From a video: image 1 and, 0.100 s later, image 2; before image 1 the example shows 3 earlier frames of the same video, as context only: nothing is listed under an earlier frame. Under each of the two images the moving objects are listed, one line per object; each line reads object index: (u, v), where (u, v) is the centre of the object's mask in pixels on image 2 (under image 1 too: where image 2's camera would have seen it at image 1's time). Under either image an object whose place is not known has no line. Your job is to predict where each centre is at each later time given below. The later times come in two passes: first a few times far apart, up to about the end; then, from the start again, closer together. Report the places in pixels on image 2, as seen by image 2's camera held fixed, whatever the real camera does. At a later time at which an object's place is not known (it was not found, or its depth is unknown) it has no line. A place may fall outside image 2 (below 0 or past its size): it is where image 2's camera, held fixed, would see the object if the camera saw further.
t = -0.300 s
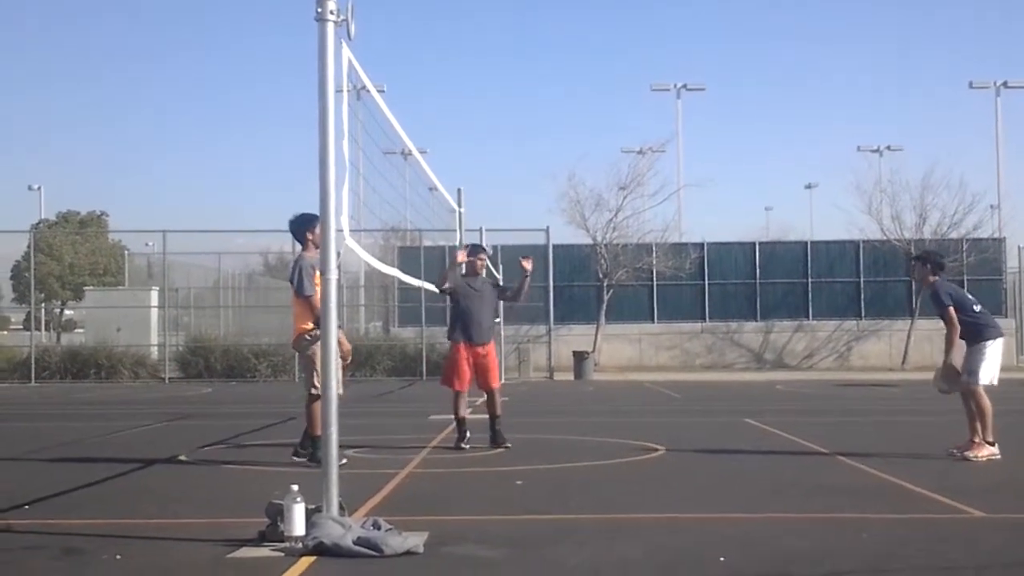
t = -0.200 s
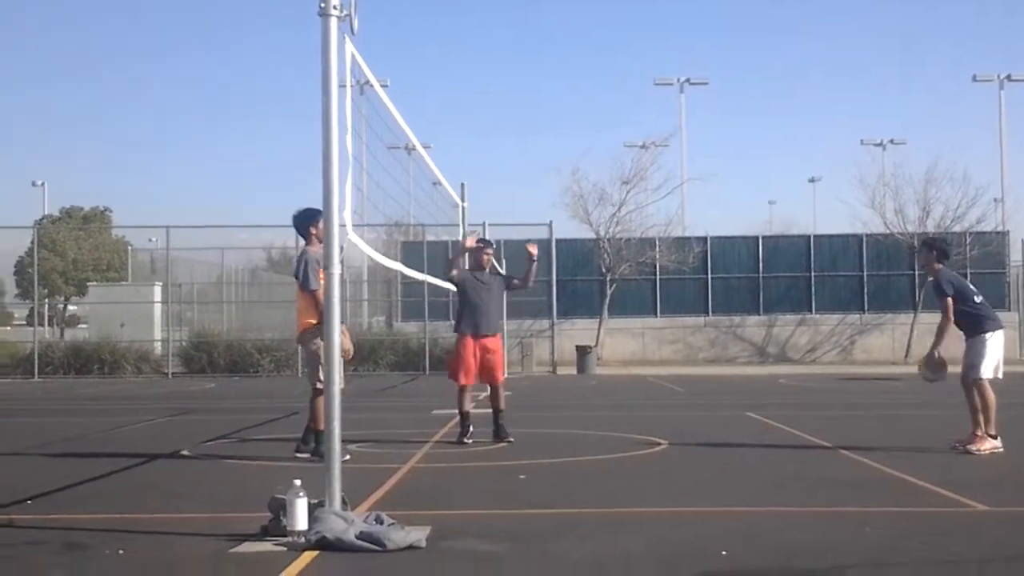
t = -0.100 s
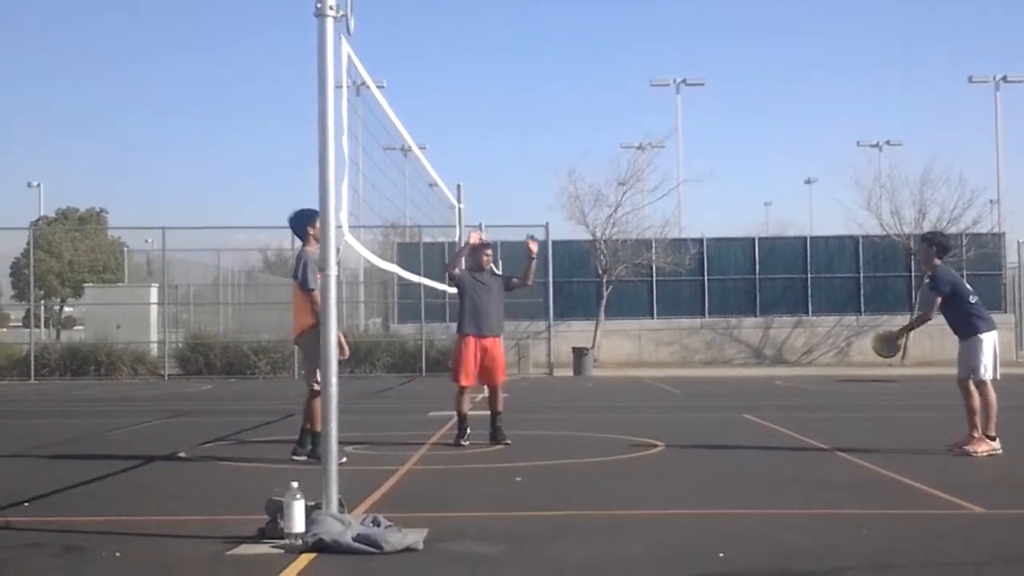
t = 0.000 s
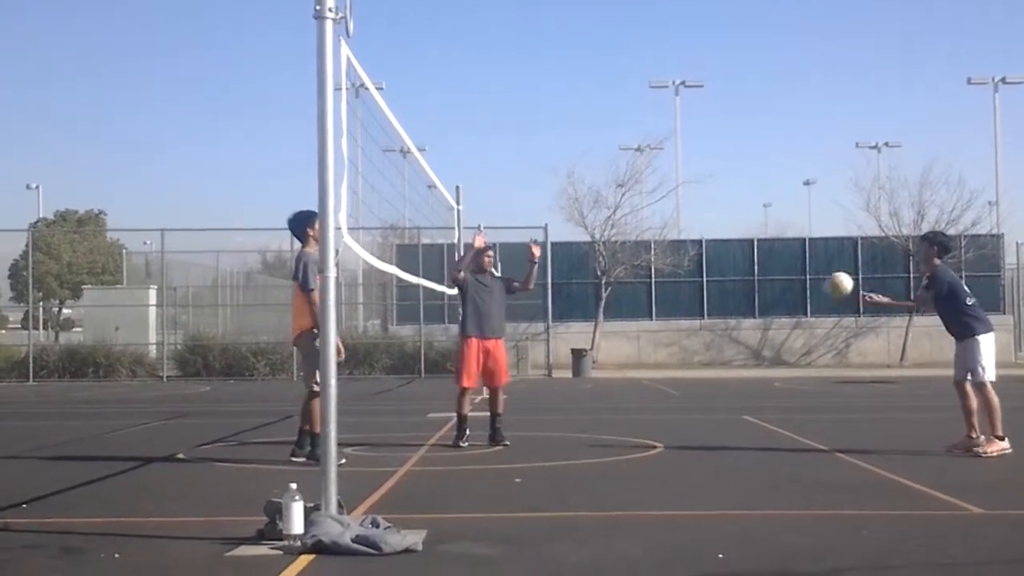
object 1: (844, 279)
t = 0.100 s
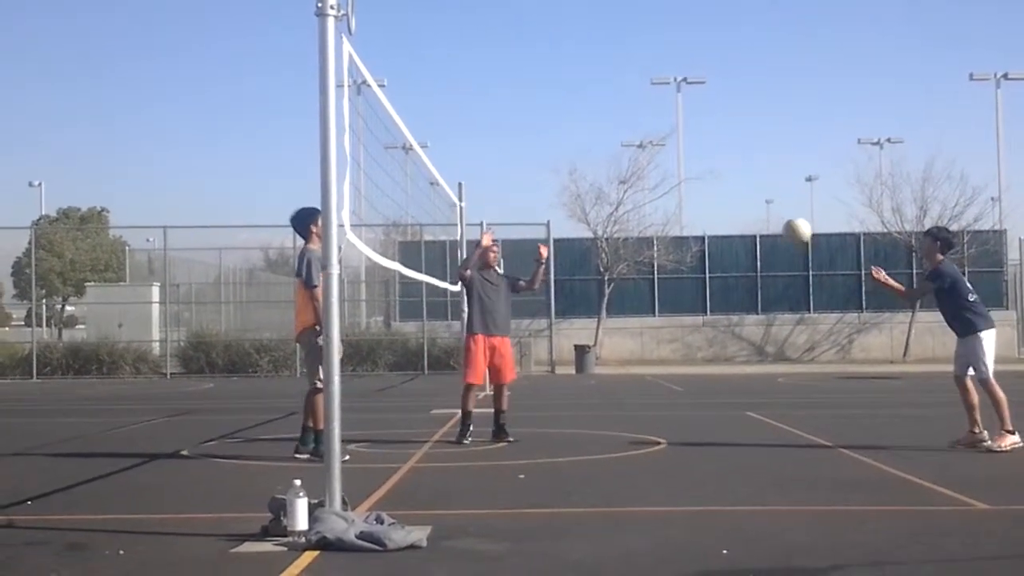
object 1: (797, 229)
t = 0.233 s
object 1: (740, 184)
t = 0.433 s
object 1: (658, 157)
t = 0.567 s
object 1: (606, 168)
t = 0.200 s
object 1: (753, 194)
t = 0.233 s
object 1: (740, 184)
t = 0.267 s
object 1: (725, 176)
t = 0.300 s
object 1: (712, 169)
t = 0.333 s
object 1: (698, 164)
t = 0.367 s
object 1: (685, 160)
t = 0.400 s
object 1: (671, 157)
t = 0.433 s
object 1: (658, 157)
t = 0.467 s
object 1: (645, 157)
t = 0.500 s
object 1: (631, 160)
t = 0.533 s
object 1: (618, 163)
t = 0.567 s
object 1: (606, 168)
